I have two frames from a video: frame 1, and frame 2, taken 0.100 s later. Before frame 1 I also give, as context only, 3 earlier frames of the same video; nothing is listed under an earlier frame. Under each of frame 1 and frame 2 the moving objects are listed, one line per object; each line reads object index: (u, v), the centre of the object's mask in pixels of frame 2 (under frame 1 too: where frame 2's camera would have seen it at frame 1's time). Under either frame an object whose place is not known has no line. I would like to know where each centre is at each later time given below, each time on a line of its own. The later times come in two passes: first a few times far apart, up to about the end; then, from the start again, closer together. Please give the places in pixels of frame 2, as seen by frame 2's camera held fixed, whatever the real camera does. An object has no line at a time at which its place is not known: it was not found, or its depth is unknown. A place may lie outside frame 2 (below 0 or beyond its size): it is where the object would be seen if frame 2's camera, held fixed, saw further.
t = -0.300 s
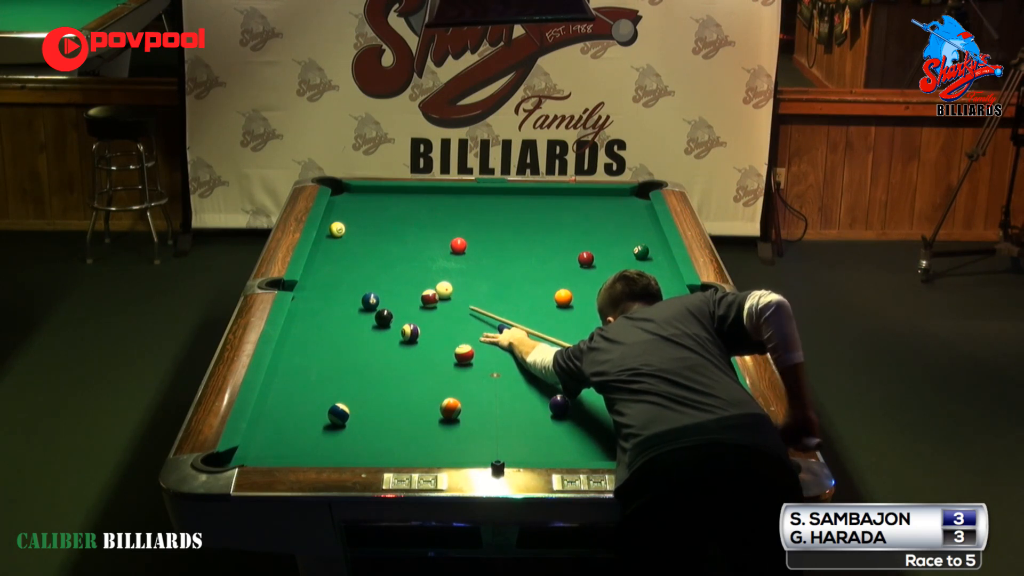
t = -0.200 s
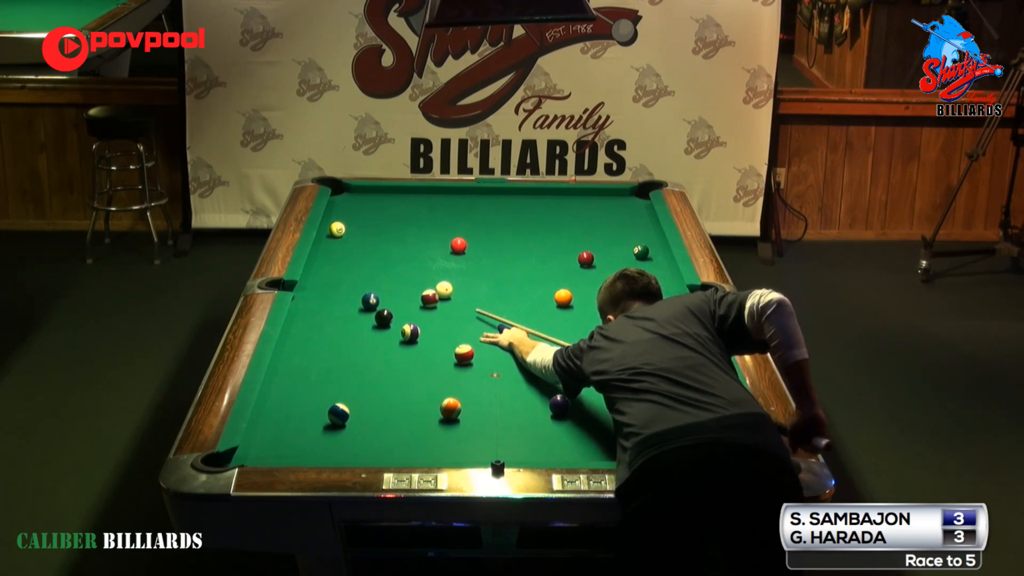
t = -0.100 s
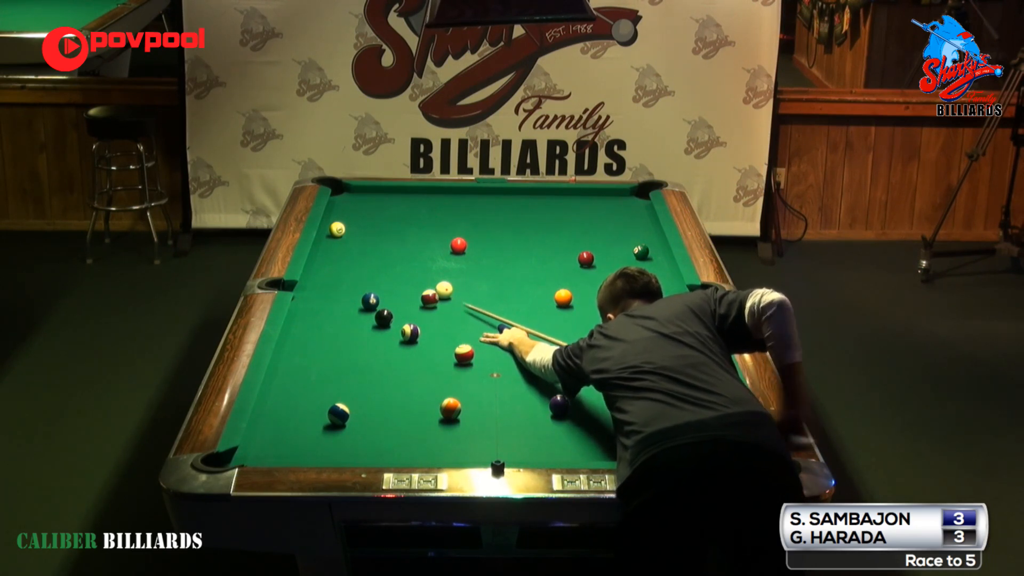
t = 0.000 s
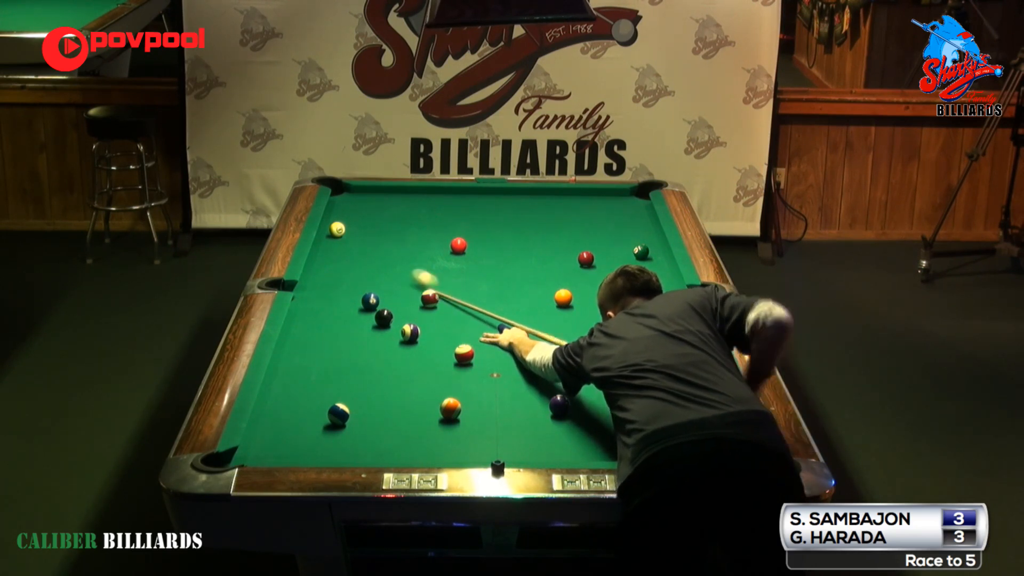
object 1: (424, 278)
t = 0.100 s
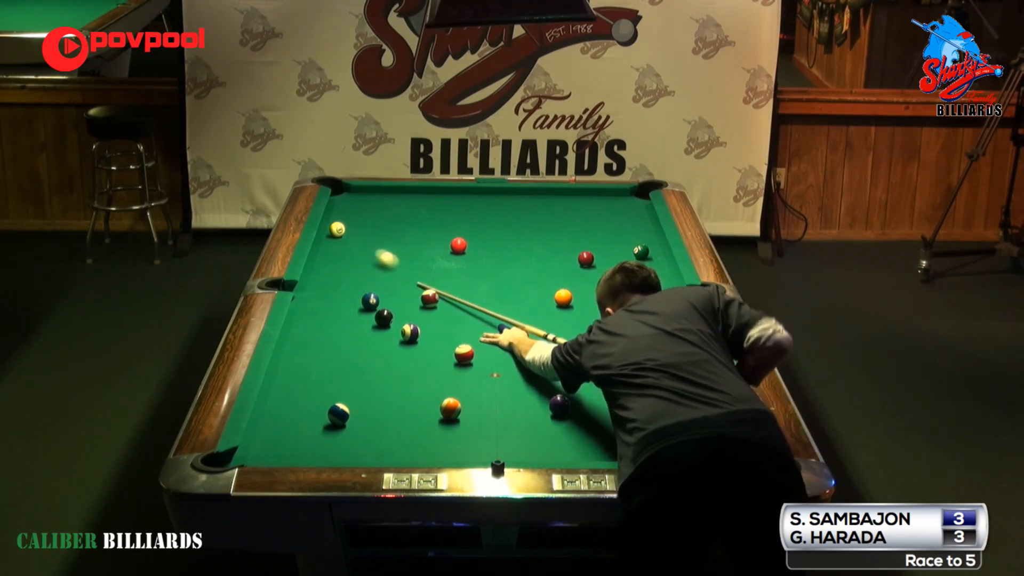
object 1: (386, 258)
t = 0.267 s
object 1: (336, 234)
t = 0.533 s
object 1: (341, 240)
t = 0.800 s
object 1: (362, 247)
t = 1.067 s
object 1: (383, 254)
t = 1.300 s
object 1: (400, 261)
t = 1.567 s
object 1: (420, 267)
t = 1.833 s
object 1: (439, 273)
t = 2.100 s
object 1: (457, 280)
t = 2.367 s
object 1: (475, 285)
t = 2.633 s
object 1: (491, 291)
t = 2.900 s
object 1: (507, 296)
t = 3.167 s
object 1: (521, 301)
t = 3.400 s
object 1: (533, 305)
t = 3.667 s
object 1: (545, 309)
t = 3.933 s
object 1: (556, 313)
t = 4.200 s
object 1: (566, 316)
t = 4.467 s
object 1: (576, 319)
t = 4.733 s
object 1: (584, 321)
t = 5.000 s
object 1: (591, 323)
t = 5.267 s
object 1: (596, 324)
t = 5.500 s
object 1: (600, 325)
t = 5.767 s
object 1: (603, 326)
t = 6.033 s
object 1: (604, 326)
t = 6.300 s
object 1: (605, 326)
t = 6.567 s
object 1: (605, 326)
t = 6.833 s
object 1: (605, 326)
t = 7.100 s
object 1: (605, 326)
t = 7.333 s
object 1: (605, 327)
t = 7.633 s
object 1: (605, 327)
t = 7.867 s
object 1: (605, 327)
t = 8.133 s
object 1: (605, 327)
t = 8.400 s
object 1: (605, 327)
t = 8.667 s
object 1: (605, 326)
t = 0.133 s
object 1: (375, 252)
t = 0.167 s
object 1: (364, 247)
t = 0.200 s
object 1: (354, 242)
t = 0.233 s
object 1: (346, 237)
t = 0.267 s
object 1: (336, 234)
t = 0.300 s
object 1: (328, 234)
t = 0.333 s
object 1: (324, 235)
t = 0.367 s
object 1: (327, 235)
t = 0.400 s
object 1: (330, 236)
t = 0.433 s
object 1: (332, 237)
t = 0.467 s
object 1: (335, 238)
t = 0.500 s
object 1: (338, 239)
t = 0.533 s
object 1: (341, 240)
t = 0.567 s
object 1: (343, 241)
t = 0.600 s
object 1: (346, 242)
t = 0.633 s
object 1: (349, 243)
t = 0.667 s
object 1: (351, 244)
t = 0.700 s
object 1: (354, 245)
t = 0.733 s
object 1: (357, 246)
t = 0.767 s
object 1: (359, 246)
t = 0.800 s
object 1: (362, 247)
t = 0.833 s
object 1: (364, 248)
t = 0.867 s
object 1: (367, 249)
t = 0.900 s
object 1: (370, 250)
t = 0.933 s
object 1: (372, 251)
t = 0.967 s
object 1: (375, 252)
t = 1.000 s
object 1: (377, 253)
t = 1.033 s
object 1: (380, 254)
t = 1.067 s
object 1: (383, 254)
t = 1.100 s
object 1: (385, 255)
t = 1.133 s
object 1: (388, 256)
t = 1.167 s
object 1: (390, 257)
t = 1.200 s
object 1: (393, 258)
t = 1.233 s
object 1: (395, 259)
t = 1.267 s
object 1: (398, 260)
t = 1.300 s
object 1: (400, 261)
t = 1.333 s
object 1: (403, 262)
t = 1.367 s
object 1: (405, 262)
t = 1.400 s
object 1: (408, 263)
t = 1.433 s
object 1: (410, 264)
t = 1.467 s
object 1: (413, 265)
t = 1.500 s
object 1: (415, 266)
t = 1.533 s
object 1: (418, 266)
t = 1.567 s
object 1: (420, 267)
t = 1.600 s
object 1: (422, 268)
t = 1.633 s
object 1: (425, 269)
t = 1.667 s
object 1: (427, 269)
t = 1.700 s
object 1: (430, 270)
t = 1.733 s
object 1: (432, 271)
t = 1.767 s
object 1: (434, 272)
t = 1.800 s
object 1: (437, 273)
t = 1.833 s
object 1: (439, 273)
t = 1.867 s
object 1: (441, 274)
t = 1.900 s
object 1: (444, 275)
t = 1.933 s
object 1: (446, 276)
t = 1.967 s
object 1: (448, 277)
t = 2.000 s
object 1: (451, 278)
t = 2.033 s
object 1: (453, 278)
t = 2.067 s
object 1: (455, 279)
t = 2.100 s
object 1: (457, 280)
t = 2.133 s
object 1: (459, 280)
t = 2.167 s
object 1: (462, 281)
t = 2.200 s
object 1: (464, 282)
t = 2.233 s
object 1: (466, 283)
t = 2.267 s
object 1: (468, 283)
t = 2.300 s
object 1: (470, 284)
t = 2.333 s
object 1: (472, 285)
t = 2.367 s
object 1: (475, 285)
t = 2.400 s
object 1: (477, 286)
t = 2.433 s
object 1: (479, 287)
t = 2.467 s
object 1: (481, 287)
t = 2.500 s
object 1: (483, 288)
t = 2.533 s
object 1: (485, 289)
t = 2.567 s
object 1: (487, 289)
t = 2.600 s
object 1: (489, 290)
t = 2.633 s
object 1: (491, 291)
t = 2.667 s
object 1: (493, 291)
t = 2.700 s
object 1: (495, 292)
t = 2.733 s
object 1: (497, 293)
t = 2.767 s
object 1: (499, 293)
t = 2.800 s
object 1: (501, 294)
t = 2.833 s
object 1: (503, 295)
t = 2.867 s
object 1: (505, 295)
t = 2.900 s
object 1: (507, 296)
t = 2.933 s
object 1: (509, 296)
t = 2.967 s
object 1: (510, 297)
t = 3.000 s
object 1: (512, 298)
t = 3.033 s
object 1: (514, 298)
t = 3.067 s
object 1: (516, 299)
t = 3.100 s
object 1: (517, 300)
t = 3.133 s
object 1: (519, 300)
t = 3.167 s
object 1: (521, 301)
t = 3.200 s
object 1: (523, 301)
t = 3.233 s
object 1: (524, 302)
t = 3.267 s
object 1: (526, 302)
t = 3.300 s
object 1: (528, 303)
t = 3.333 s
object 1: (529, 304)
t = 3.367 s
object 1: (531, 304)
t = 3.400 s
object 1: (533, 305)
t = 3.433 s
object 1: (534, 305)
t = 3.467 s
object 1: (536, 306)
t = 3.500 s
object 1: (537, 306)
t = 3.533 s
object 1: (539, 307)
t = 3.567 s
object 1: (540, 307)
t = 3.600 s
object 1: (542, 308)
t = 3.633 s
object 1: (543, 308)
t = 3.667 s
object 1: (545, 309)
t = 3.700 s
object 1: (547, 310)
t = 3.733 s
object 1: (548, 310)
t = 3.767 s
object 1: (549, 310)
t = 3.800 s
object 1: (551, 311)
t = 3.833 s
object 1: (552, 311)
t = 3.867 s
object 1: (553, 312)
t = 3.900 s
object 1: (555, 312)
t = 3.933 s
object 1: (556, 313)
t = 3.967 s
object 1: (558, 313)
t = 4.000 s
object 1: (559, 313)
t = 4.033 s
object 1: (560, 314)
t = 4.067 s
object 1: (561, 314)
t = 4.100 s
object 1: (563, 315)
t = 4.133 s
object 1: (564, 315)
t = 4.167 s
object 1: (565, 316)
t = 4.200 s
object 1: (566, 316)
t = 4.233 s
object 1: (568, 317)
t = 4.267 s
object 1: (569, 317)
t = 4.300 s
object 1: (570, 317)
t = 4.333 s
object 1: (571, 317)
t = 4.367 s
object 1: (572, 318)
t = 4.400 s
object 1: (574, 318)
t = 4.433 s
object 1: (575, 318)
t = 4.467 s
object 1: (576, 319)
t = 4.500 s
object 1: (577, 319)
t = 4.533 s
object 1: (578, 320)
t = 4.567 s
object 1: (579, 320)
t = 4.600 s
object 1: (580, 320)
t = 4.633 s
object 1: (581, 320)
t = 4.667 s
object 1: (582, 321)
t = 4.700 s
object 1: (583, 321)
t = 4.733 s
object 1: (584, 321)
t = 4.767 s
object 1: (585, 321)
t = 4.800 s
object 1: (586, 322)
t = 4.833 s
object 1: (587, 322)
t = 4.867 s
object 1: (587, 322)
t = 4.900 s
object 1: (588, 322)
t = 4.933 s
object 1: (589, 322)
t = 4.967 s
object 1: (590, 323)
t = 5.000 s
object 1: (591, 323)
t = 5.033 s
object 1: (592, 323)
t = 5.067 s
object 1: (592, 323)
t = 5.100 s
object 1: (593, 324)
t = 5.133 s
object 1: (594, 324)
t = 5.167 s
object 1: (594, 324)
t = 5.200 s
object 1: (595, 324)
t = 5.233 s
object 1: (596, 324)
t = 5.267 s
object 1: (596, 324)
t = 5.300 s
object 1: (597, 325)
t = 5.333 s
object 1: (598, 325)
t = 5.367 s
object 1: (598, 325)
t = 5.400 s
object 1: (599, 325)
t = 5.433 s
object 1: (599, 325)
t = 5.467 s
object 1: (600, 325)
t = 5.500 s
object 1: (600, 325)
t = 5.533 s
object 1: (601, 325)
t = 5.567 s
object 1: (601, 325)
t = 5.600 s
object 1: (601, 325)
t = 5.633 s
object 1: (602, 326)
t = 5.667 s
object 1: (602, 326)
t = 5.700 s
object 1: (603, 326)
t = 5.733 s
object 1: (603, 326)
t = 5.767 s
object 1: (603, 326)
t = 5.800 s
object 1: (603, 326)
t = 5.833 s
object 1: (604, 326)
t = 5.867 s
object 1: (604, 326)
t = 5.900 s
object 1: (604, 326)
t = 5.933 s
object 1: (604, 326)
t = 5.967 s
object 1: (604, 326)
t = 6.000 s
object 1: (604, 326)
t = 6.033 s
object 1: (604, 326)
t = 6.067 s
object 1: (605, 326)
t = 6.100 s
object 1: (605, 326)
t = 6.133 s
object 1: (605, 326)
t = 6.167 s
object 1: (605, 326)
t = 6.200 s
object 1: (605, 326)
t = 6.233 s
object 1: (605, 326)
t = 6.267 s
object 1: (605, 326)
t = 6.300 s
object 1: (605, 326)
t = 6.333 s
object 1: (605, 326)
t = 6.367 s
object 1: (605, 326)
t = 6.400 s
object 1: (605, 326)
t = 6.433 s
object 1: (605, 326)
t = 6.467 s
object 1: (605, 326)
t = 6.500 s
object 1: (605, 326)
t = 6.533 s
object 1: (605, 326)
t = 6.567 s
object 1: (605, 326)
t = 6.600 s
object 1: (605, 326)
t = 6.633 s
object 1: (605, 326)
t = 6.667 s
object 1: (605, 326)
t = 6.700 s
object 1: (605, 326)
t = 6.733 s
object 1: (605, 326)
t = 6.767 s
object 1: (605, 326)
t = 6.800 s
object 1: (605, 327)
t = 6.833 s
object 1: (605, 326)
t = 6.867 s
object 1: (605, 327)
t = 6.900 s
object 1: (605, 326)
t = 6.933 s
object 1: (605, 326)
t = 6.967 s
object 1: (605, 327)
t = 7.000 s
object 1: (605, 327)
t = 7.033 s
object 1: (605, 327)
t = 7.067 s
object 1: (605, 327)
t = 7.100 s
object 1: (605, 326)
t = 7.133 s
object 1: (605, 327)
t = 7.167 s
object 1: (605, 327)
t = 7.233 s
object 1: (605, 327)
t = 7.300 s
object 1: (605, 326)
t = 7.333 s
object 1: (605, 327)
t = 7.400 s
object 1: (605, 327)
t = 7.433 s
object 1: (605, 327)
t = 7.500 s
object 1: (605, 327)
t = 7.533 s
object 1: (605, 327)
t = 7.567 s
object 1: (605, 327)
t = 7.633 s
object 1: (605, 327)
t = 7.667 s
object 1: (605, 327)
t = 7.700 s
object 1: (605, 327)
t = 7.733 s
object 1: (605, 327)
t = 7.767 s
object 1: (605, 327)
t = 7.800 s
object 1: (605, 327)
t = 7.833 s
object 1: (605, 327)
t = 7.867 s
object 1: (605, 327)
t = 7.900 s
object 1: (605, 327)
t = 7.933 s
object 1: (605, 327)
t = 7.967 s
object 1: (605, 327)
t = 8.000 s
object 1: (605, 327)
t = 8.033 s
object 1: (605, 327)
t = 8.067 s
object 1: (605, 327)
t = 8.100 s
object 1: (605, 327)
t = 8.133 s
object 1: (605, 327)
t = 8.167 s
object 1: (605, 327)
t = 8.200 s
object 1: (605, 327)
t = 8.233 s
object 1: (605, 327)
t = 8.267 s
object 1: (605, 327)
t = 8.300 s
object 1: (605, 327)
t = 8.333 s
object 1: (605, 327)
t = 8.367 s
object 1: (605, 327)
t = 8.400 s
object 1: (605, 327)
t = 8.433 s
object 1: (605, 327)
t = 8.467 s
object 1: (605, 327)
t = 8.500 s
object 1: (605, 327)
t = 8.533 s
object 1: (605, 327)
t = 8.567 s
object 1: (605, 327)
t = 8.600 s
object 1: (605, 327)
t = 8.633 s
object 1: (605, 327)
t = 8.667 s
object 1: (605, 326)
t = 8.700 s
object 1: (605, 326)
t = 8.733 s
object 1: (605, 326)
